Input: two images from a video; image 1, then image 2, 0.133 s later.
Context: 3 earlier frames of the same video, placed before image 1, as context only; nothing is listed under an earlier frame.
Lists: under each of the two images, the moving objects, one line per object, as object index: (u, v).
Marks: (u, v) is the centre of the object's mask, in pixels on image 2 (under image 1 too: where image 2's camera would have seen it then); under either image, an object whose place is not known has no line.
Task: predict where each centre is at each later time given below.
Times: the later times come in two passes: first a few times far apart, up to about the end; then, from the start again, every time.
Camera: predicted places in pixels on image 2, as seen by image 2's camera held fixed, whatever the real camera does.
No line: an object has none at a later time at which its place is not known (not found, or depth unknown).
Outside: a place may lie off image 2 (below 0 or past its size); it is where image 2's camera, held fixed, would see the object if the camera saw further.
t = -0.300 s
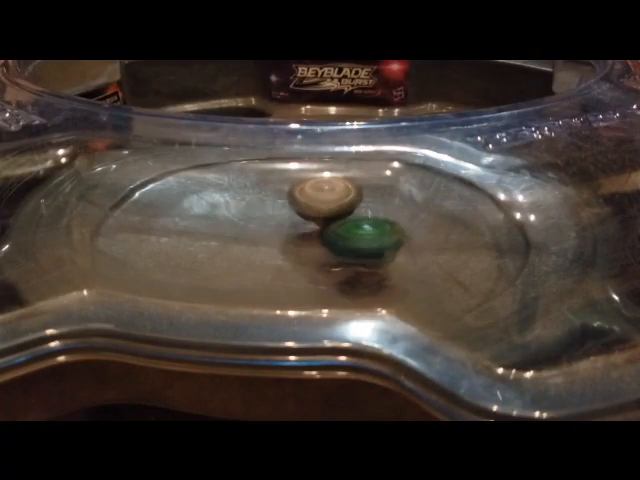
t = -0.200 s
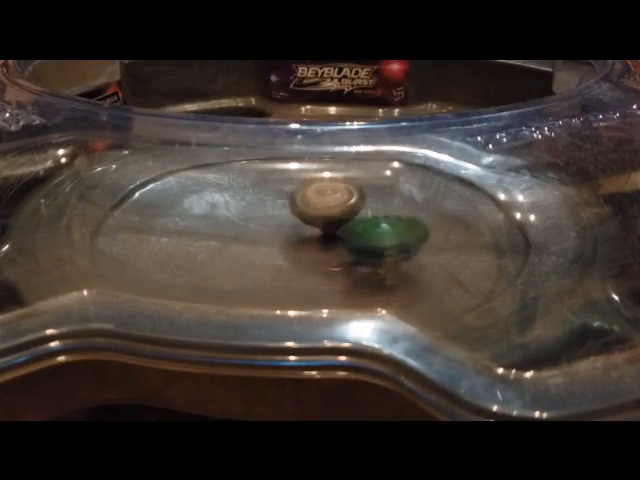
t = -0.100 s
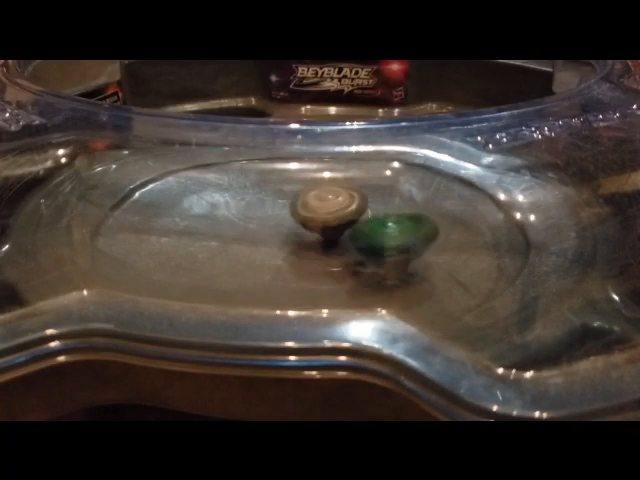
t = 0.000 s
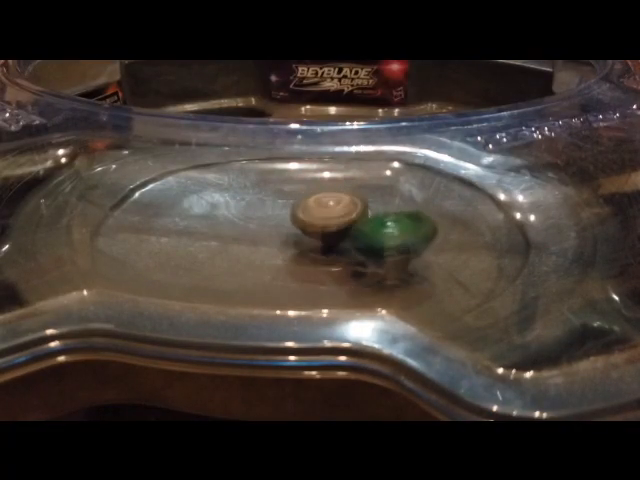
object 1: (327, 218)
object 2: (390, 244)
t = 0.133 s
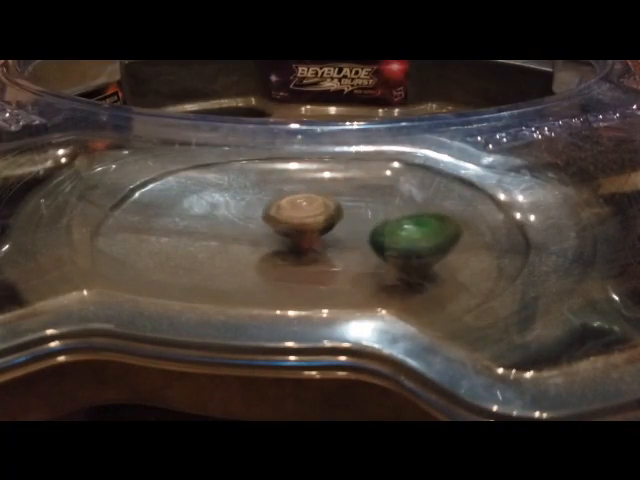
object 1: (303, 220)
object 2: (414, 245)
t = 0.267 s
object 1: (285, 225)
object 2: (402, 244)
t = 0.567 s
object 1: (267, 236)
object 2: (357, 218)
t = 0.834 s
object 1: (288, 235)
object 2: (325, 196)
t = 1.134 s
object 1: (315, 226)
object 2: (301, 182)
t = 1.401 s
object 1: (350, 216)
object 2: (286, 186)
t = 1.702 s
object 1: (361, 216)
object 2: (268, 202)
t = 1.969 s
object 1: (350, 225)
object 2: (261, 223)
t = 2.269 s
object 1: (338, 226)
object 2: (259, 243)
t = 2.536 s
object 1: (332, 219)
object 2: (277, 249)
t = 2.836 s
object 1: (331, 191)
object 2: (314, 253)
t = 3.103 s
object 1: (326, 192)
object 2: (353, 240)
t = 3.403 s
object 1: (315, 207)
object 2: (382, 226)
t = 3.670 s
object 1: (260, 217)
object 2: (382, 214)
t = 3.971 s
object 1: (243, 221)
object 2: (342, 203)
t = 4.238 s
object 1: (265, 230)
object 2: (304, 193)
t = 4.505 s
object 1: (305, 244)
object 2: (279, 197)
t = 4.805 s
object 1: (350, 240)
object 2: (275, 216)
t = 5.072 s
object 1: (374, 232)
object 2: (283, 230)
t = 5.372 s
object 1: (397, 217)
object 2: (289, 240)
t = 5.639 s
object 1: (376, 210)
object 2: (314, 242)
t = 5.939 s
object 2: (305, 242)
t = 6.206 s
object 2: (318, 233)
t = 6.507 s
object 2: (328, 230)
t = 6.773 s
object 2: (330, 225)
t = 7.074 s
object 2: (337, 220)
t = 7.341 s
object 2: (333, 218)
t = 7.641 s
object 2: (335, 215)
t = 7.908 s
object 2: (328, 205)
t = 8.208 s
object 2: (318, 204)
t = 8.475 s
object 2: (304, 205)
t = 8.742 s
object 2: (295, 205)
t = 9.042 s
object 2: (292, 212)
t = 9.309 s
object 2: (282, 217)
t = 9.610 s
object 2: (282, 226)
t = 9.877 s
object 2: (288, 237)
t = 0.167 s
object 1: (298, 221)
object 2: (413, 245)
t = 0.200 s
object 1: (294, 222)
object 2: (409, 245)
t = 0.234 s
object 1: (289, 222)
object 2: (406, 245)
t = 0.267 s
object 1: (285, 225)
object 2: (402, 244)
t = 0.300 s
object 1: (280, 226)
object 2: (398, 242)
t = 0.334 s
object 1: (277, 228)
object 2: (393, 240)
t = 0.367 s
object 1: (274, 230)
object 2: (389, 236)
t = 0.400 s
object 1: (271, 231)
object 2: (383, 232)
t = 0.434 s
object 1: (269, 233)
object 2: (378, 230)
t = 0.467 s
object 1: (267, 234)
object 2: (372, 228)
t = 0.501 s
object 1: (267, 234)
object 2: (366, 227)
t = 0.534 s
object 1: (267, 235)
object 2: (362, 226)
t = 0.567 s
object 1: (267, 236)
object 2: (357, 218)
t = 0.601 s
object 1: (269, 236)
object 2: (352, 217)
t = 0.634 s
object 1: (270, 236)
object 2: (348, 215)
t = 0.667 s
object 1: (272, 237)
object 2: (344, 211)
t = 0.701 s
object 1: (276, 237)
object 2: (340, 208)
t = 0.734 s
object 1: (280, 239)
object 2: (336, 205)
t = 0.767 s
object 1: (281, 237)
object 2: (332, 202)
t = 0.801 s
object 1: (284, 236)
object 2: (328, 199)
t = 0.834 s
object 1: (288, 235)
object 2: (325, 196)
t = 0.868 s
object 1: (292, 235)
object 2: (321, 193)
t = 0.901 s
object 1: (296, 235)
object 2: (317, 191)
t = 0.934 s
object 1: (300, 236)
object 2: (315, 188)
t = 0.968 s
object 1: (302, 235)
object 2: (312, 186)
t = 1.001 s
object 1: (305, 233)
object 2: (311, 185)
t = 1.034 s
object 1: (307, 229)
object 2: (308, 183)
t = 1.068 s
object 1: (310, 228)
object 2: (306, 182)
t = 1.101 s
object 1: (312, 227)
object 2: (304, 182)
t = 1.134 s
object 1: (315, 226)
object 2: (301, 182)
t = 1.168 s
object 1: (319, 224)
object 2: (299, 182)
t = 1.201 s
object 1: (323, 222)
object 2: (297, 182)
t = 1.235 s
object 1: (327, 221)
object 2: (296, 182)
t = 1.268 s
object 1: (331, 221)
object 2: (294, 183)
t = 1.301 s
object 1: (338, 218)
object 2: (291, 184)
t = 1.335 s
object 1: (343, 217)
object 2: (289, 185)
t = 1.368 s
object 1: (349, 217)
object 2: (288, 186)
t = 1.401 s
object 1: (350, 216)
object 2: (286, 186)
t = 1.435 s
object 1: (353, 216)
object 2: (284, 187)
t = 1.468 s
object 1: (355, 215)
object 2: (281, 188)
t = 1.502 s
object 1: (357, 215)
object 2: (279, 189)
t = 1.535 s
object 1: (359, 215)
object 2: (277, 191)
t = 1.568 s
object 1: (359, 215)
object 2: (276, 193)
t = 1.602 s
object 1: (360, 215)
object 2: (274, 195)
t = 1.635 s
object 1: (360, 216)
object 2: (273, 196)
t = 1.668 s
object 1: (361, 216)
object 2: (270, 199)
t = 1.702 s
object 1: (361, 216)
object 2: (268, 202)
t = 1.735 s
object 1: (361, 217)
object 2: (266, 208)
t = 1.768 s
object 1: (360, 218)
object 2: (263, 212)
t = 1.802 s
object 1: (360, 222)
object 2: (262, 213)
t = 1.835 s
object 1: (358, 220)
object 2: (261, 214)
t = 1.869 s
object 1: (357, 221)
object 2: (260, 216)
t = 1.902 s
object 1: (355, 222)
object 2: (261, 217)
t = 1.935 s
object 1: (353, 224)
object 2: (260, 220)
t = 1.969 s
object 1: (350, 225)
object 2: (261, 223)
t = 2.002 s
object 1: (349, 226)
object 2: (260, 226)
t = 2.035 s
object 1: (347, 226)
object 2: (257, 227)
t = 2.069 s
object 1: (346, 226)
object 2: (254, 230)
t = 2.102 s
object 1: (343, 227)
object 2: (255, 232)
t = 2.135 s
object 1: (343, 226)
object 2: (252, 235)
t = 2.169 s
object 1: (342, 226)
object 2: (251, 237)
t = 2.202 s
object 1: (341, 226)
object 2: (254, 239)
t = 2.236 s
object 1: (339, 226)
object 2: (256, 241)
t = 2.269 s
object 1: (338, 226)
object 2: (259, 243)
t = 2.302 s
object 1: (337, 225)
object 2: (262, 244)
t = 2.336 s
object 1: (336, 225)
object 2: (263, 245)
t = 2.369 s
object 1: (336, 225)
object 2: (264, 246)
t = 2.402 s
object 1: (334, 224)
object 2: (265, 249)
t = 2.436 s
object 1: (334, 223)
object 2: (268, 249)
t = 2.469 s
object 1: (333, 222)
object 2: (270, 249)
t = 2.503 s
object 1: (333, 221)
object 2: (274, 249)
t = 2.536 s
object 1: (332, 219)
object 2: (277, 249)
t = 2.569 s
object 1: (330, 216)
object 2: (282, 250)
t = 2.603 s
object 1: (329, 213)
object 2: (288, 251)
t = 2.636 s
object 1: (330, 208)
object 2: (291, 253)
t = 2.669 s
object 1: (332, 202)
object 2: (292, 255)
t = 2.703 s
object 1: (333, 200)
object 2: (294, 255)
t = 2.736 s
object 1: (333, 198)
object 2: (299, 254)
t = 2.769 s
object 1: (332, 196)
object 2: (302, 254)
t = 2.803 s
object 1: (332, 193)
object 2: (309, 253)
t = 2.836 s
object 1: (331, 191)
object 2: (314, 253)
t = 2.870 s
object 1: (331, 189)
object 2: (321, 248)
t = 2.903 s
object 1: (330, 189)
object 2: (326, 248)
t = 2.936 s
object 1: (329, 189)
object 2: (330, 248)
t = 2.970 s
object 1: (328, 189)
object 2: (335, 249)
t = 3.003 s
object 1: (328, 190)
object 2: (339, 245)
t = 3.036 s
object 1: (327, 191)
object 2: (344, 243)
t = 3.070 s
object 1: (326, 191)
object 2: (349, 242)
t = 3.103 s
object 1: (326, 192)
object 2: (353, 240)
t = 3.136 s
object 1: (326, 193)
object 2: (357, 239)
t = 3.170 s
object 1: (325, 194)
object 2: (360, 239)
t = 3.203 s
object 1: (325, 195)
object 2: (362, 237)
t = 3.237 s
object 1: (325, 196)
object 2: (363, 235)
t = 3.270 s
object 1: (324, 199)
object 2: (369, 234)
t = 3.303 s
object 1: (322, 200)
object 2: (375, 232)
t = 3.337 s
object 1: (320, 202)
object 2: (382, 223)
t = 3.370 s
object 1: (318, 204)
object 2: (383, 223)
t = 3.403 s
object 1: (315, 207)
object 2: (382, 226)
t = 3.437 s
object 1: (304, 206)
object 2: (389, 226)
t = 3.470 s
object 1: (295, 208)
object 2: (392, 226)
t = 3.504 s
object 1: (289, 210)
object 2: (392, 226)
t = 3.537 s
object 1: (283, 210)
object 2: (391, 224)
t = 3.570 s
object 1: (277, 211)
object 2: (390, 222)
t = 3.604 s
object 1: (271, 213)
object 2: (388, 218)
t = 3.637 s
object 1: (266, 213)
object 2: (385, 216)
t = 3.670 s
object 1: (260, 217)
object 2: (382, 214)
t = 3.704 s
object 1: (256, 216)
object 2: (379, 212)
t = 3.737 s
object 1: (252, 216)
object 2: (376, 211)
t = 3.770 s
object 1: (249, 216)
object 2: (371, 211)
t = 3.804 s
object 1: (247, 217)
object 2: (367, 210)
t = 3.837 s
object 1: (244, 219)
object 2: (364, 210)
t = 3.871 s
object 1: (243, 218)
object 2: (360, 209)
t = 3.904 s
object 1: (243, 219)
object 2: (354, 207)
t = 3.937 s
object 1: (243, 220)
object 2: (348, 205)
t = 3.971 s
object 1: (243, 221)
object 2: (342, 203)
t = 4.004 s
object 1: (244, 222)
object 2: (336, 202)
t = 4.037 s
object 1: (245, 223)
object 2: (331, 202)
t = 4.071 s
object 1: (246, 224)
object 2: (325, 201)
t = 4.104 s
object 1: (248, 225)
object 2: (319, 200)
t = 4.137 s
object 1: (254, 225)
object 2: (314, 199)
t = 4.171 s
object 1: (259, 227)
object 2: (310, 197)
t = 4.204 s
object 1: (262, 228)
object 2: (307, 195)
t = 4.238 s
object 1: (265, 230)
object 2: (304, 193)
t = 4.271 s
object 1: (269, 232)
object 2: (301, 193)
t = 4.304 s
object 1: (274, 235)
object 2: (297, 192)
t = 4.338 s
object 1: (282, 238)
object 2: (294, 192)
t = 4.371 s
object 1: (284, 240)
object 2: (290, 192)
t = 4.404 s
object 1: (288, 242)
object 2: (287, 193)
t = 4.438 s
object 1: (291, 244)
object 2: (284, 194)
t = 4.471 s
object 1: (299, 243)
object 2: (282, 195)
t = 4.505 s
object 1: (305, 244)
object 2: (279, 197)
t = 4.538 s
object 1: (308, 246)
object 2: (278, 198)
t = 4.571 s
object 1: (317, 244)
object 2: (276, 200)
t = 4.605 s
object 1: (322, 244)
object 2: (274, 202)
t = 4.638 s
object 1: (326, 248)
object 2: (273, 205)
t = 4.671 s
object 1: (330, 248)
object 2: (273, 206)
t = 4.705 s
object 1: (337, 243)
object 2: (273, 213)
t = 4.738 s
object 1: (338, 247)
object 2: (273, 210)
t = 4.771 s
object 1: (341, 246)
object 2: (273, 211)
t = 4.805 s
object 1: (350, 240)
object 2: (275, 216)
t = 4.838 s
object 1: (354, 240)
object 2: (276, 217)
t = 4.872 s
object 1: (357, 238)
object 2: (277, 218)
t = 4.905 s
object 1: (361, 237)
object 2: (277, 219)
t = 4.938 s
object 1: (364, 236)
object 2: (277, 220)
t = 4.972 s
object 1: (367, 235)
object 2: (277, 223)
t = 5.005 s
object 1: (369, 235)
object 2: (278, 225)
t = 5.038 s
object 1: (373, 233)
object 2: (281, 229)
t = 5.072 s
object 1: (374, 232)
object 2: (283, 230)
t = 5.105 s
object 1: (376, 231)
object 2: (285, 232)
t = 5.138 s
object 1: (376, 231)
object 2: (288, 234)
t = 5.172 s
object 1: (379, 229)
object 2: (290, 236)
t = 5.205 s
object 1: (389, 226)
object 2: (284, 237)
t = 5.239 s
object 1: (392, 225)
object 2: (283, 237)
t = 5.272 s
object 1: (394, 224)
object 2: (283, 238)
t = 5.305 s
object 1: (396, 222)
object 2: (285, 239)
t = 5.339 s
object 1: (396, 221)
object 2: (287, 239)
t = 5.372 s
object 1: (397, 217)
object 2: (289, 240)
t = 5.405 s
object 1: (396, 216)
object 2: (292, 240)
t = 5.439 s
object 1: (395, 215)
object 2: (294, 241)
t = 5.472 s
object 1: (393, 214)
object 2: (297, 242)
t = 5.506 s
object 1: (390, 212)
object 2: (300, 242)
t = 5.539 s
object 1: (388, 212)
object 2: (303, 242)
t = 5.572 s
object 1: (384, 211)
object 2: (306, 241)
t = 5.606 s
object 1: (380, 210)
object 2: (311, 242)
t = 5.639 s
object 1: (376, 210)
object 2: (314, 242)
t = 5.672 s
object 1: (371, 210)
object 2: (316, 241)
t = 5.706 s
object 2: (312, 242)
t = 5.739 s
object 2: (305, 244)
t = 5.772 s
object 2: (302, 244)
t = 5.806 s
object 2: (300, 244)
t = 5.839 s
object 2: (301, 243)
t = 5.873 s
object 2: (302, 243)
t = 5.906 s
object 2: (304, 243)
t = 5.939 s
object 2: (305, 242)
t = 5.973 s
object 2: (307, 242)
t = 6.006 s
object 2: (308, 241)
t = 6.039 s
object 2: (310, 240)
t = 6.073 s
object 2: (311, 239)
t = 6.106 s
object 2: (313, 237)
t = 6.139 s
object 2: (314, 236)
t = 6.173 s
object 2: (316, 234)
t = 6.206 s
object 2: (318, 233)
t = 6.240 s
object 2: (319, 229)
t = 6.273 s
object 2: (321, 228)
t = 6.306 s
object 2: (321, 229)
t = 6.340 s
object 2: (322, 229)
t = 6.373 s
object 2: (325, 228)
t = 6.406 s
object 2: (326, 230)
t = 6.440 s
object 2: (327, 230)
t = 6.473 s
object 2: (327, 231)
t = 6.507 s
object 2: (328, 230)
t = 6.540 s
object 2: (329, 230)
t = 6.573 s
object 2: (330, 228)
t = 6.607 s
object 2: (330, 227)
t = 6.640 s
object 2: (330, 228)
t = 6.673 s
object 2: (330, 225)
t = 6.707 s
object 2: (329, 227)
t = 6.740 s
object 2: (329, 226)
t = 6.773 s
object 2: (330, 225)
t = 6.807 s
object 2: (329, 224)
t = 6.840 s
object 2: (329, 223)
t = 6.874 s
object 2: (329, 222)
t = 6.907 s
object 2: (329, 221)
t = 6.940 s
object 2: (333, 221)
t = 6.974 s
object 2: (335, 221)
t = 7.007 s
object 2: (336, 221)
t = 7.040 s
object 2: (336, 221)
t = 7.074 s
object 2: (337, 220)
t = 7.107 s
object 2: (337, 220)
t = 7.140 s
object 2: (336, 220)
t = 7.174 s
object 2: (336, 220)
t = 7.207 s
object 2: (335, 220)
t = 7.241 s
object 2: (335, 219)
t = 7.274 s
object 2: (335, 219)
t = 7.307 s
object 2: (334, 219)
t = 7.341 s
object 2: (333, 218)
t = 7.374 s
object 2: (332, 218)
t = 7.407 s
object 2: (331, 218)
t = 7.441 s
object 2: (330, 218)
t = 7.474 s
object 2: (331, 218)
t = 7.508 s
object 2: (333, 215)
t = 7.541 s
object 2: (334, 216)
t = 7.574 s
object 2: (335, 216)
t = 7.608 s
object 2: (335, 216)
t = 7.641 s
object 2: (335, 215)
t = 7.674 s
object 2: (335, 214)
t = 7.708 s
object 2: (334, 211)
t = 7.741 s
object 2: (333, 210)
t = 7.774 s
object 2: (332, 208)
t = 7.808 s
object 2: (331, 207)
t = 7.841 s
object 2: (330, 207)
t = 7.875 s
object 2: (329, 205)
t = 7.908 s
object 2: (328, 205)
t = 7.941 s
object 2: (327, 204)
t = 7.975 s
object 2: (327, 204)
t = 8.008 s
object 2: (327, 204)
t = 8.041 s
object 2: (326, 204)
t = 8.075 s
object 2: (325, 204)
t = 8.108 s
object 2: (323, 204)
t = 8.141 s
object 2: (321, 204)
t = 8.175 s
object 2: (319, 204)
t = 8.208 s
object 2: (318, 204)
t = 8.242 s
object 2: (317, 204)
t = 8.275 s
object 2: (315, 204)
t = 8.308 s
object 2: (313, 204)
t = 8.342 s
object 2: (312, 204)
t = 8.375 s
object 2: (310, 205)
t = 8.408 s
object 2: (309, 204)
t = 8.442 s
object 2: (306, 205)
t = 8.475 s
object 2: (304, 205)
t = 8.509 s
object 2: (304, 205)
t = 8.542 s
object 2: (303, 205)
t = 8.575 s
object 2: (302, 205)
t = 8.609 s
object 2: (302, 205)
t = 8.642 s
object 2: (301, 206)
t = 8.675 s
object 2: (300, 206)
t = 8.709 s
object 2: (297, 205)
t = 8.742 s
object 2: (295, 205)
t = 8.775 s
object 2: (295, 206)
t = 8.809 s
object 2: (294, 206)
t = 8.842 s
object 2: (293, 207)
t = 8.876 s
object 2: (292, 208)
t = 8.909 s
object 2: (291, 209)
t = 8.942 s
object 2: (291, 210)
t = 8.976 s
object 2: (291, 210)
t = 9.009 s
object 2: (291, 211)
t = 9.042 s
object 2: (292, 212)
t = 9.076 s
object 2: (287, 214)
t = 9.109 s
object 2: (283, 211)
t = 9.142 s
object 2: (281, 214)
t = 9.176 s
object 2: (280, 215)
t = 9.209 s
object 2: (281, 215)
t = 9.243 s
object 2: (281, 216)
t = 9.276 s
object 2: (281, 217)
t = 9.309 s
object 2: (282, 217)
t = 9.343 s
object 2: (283, 217)
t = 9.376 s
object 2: (284, 217)
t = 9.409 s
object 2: (286, 219)
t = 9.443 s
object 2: (285, 220)
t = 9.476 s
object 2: (280, 223)
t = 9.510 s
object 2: (278, 224)
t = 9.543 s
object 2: (278, 224)
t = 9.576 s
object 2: (280, 225)
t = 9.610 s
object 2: (282, 226)
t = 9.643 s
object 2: (284, 228)
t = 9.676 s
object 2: (286, 229)
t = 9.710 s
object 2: (288, 231)
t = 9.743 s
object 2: (290, 231)
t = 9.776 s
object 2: (290, 233)
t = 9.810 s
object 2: (291, 234)
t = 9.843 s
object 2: (292, 237)
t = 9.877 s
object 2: (288, 237)
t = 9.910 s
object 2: (288, 237)
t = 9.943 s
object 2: (290, 237)
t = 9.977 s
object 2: (292, 237)
